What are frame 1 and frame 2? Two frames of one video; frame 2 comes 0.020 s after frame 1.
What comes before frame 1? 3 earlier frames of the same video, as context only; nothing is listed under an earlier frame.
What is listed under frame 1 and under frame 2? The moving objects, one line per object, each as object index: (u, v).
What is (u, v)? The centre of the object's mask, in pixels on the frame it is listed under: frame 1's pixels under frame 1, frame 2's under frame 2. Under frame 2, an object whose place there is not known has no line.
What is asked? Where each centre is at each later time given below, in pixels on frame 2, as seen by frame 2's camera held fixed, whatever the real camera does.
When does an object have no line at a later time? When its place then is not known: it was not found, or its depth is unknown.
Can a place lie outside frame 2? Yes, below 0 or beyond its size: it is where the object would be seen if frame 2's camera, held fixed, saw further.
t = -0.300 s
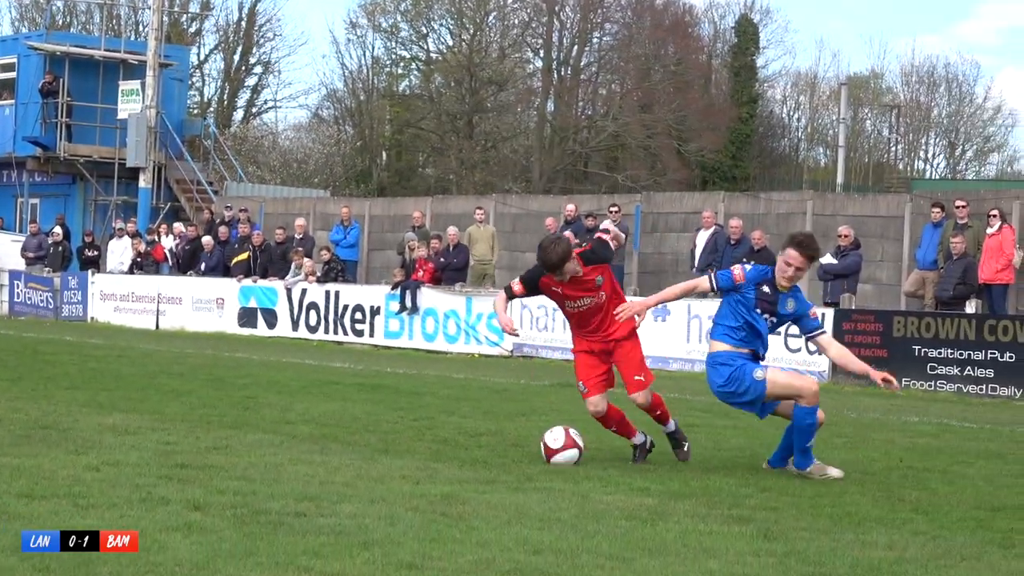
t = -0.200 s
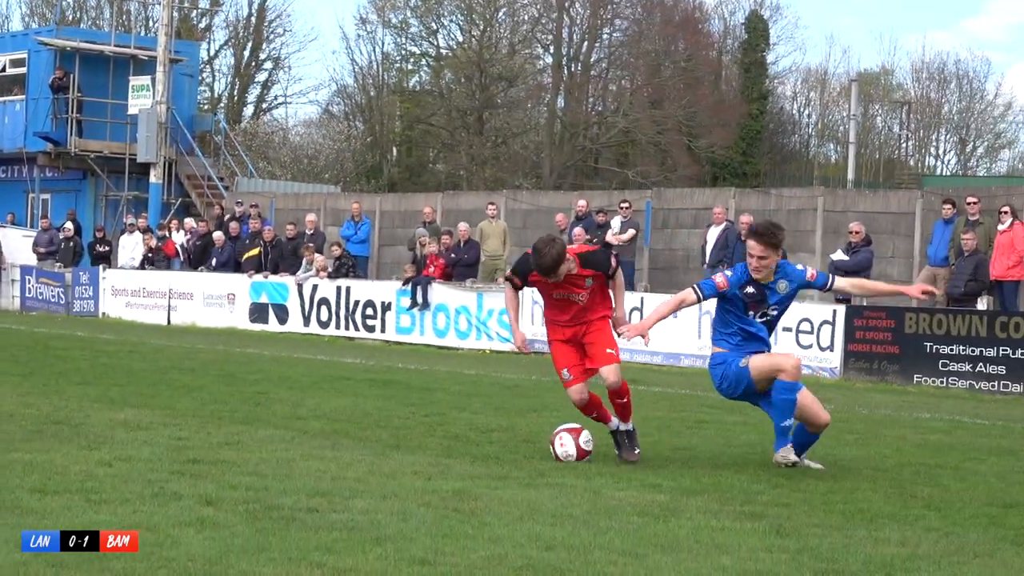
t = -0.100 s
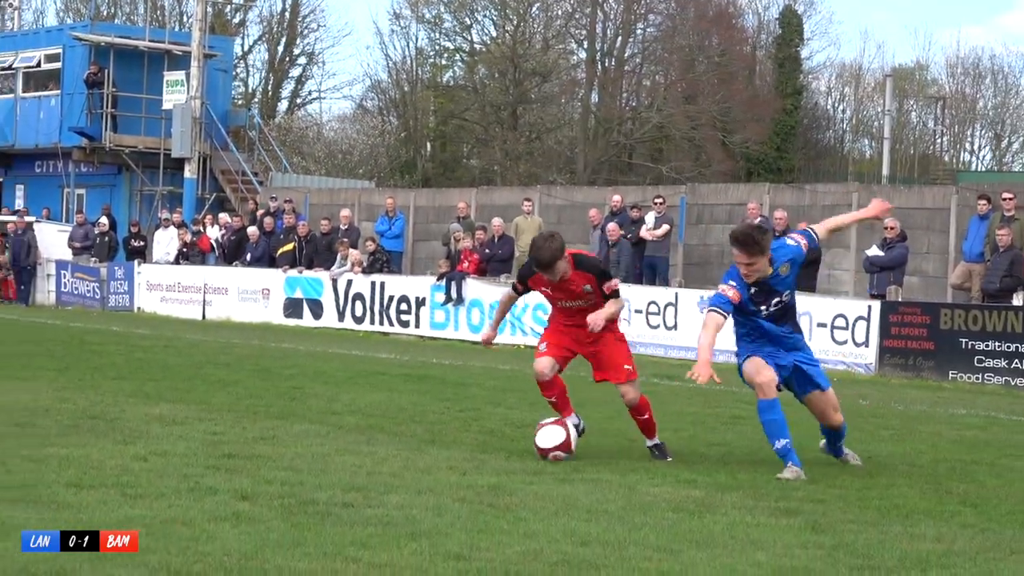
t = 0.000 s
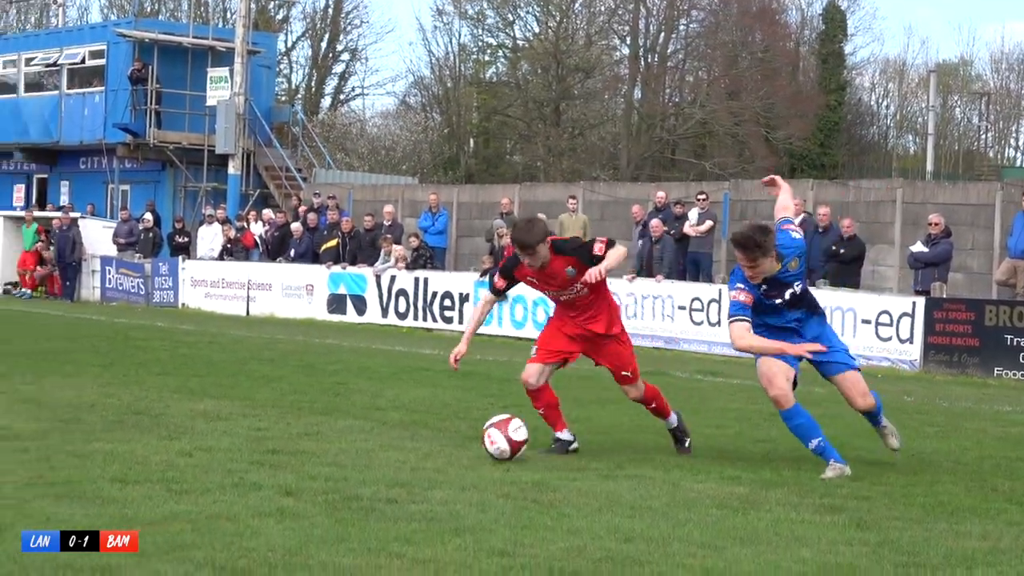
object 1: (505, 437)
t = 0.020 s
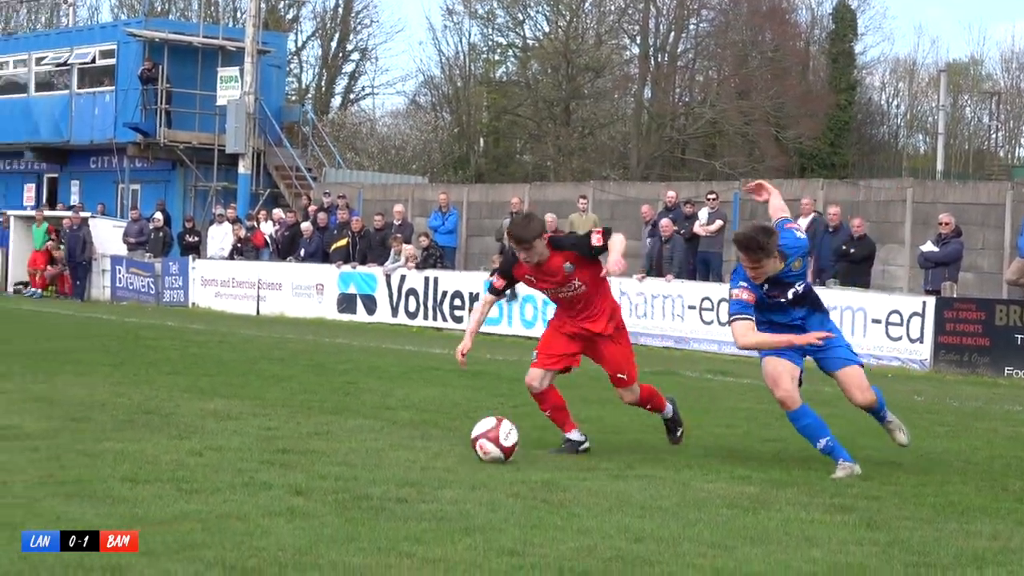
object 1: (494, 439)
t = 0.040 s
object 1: (474, 441)
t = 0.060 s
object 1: (455, 444)
